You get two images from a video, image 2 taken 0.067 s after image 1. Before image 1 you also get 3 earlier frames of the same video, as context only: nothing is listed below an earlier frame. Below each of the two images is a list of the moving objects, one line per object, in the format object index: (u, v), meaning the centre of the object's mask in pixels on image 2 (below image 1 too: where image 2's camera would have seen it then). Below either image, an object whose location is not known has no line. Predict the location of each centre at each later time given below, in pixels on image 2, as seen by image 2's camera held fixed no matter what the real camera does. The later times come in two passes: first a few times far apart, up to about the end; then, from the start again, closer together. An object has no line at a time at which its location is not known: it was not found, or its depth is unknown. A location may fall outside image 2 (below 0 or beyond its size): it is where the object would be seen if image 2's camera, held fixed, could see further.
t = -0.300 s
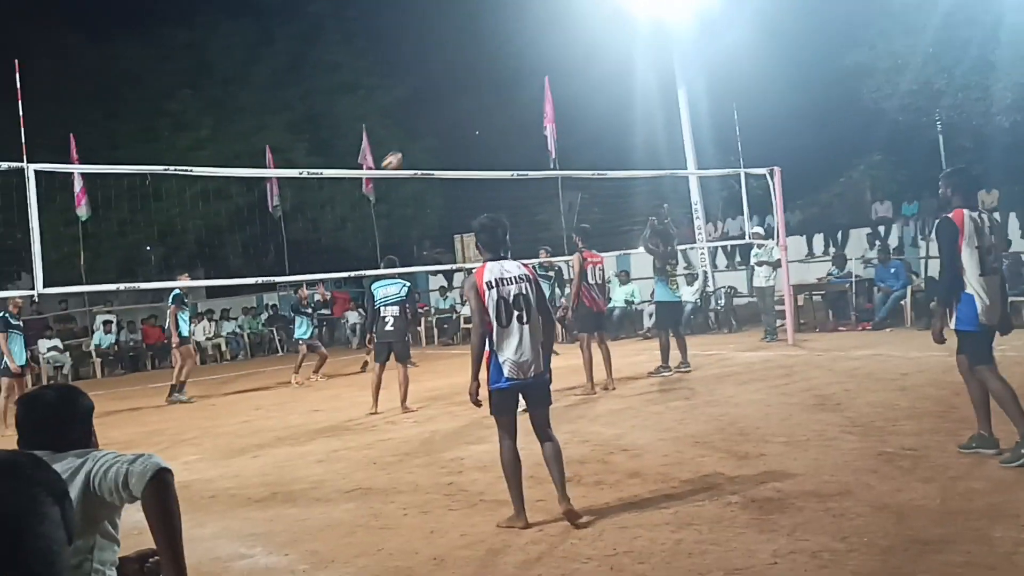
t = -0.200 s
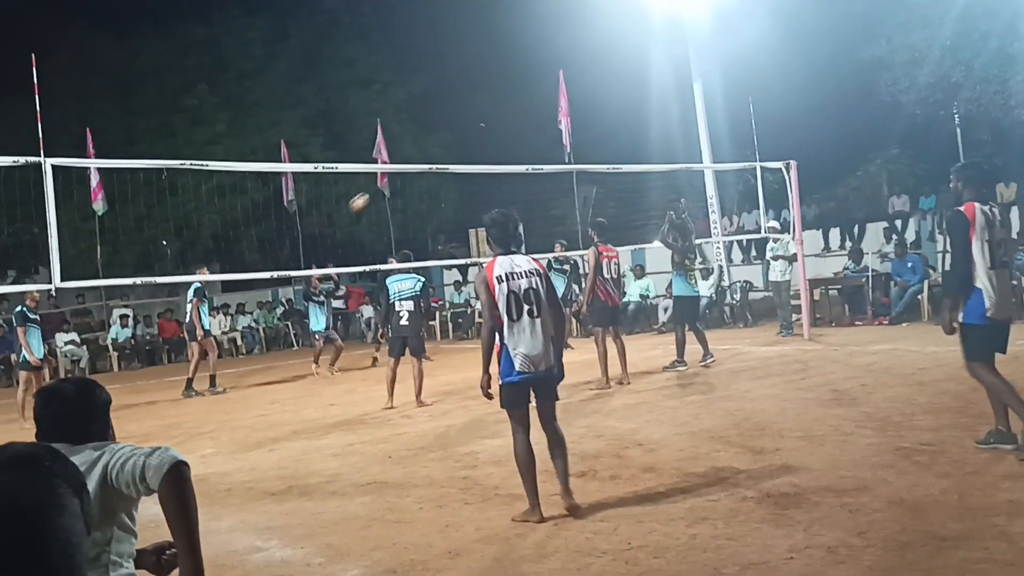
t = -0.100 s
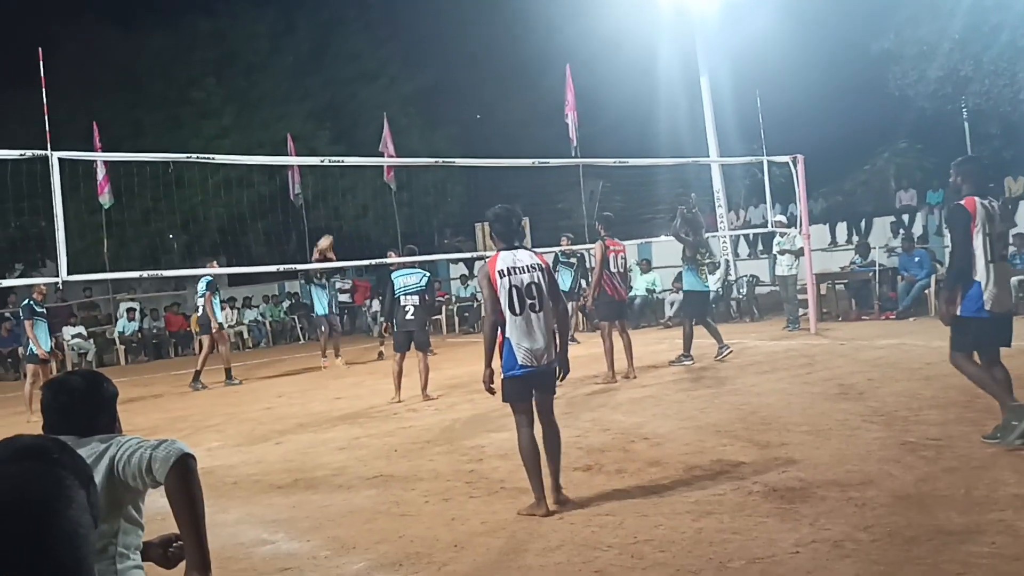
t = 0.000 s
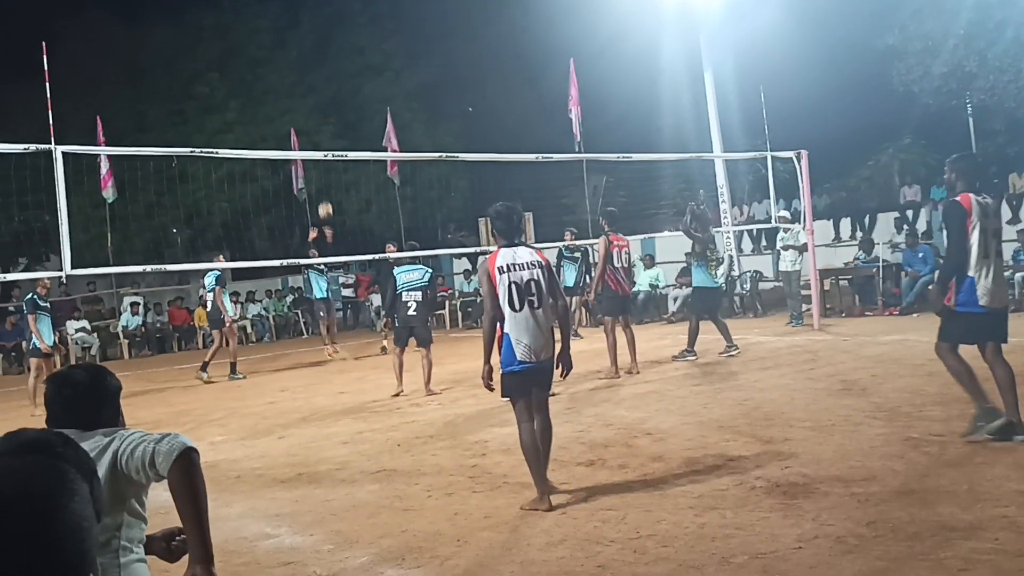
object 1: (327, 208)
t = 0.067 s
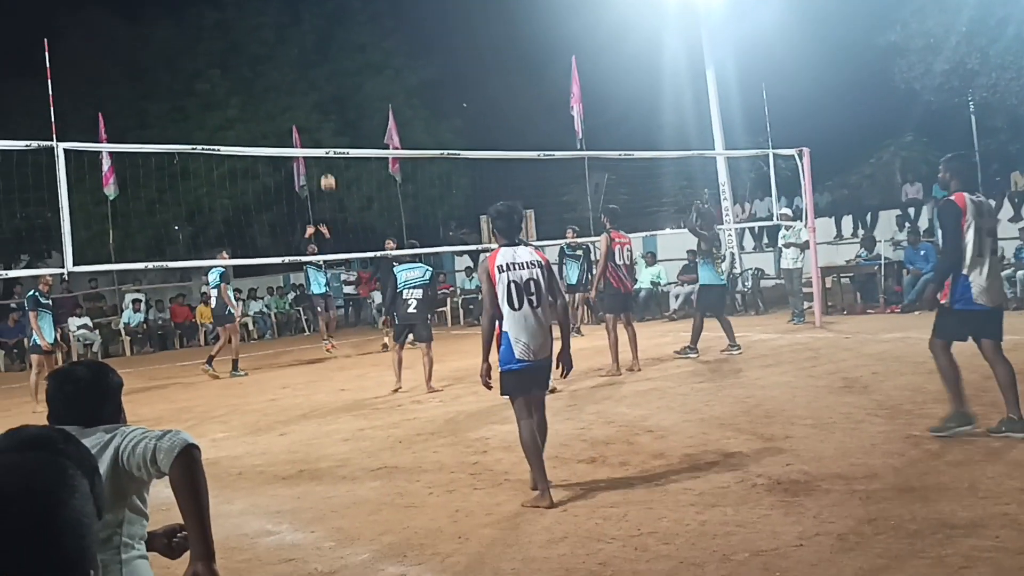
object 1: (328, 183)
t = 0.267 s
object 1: (332, 123)
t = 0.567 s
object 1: (343, 81)
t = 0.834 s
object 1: (360, 99)
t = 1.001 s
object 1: (372, 141)
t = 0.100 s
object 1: (328, 172)
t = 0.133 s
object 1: (329, 162)
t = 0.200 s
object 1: (330, 139)
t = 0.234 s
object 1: (331, 131)
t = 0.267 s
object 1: (332, 123)
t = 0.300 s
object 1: (332, 115)
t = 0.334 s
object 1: (334, 108)
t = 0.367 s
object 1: (335, 102)
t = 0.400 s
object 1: (336, 96)
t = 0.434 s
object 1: (337, 91)
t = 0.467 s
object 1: (338, 88)
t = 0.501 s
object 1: (340, 84)
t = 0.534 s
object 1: (342, 82)
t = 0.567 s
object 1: (343, 81)
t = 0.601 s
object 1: (345, 80)
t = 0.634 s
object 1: (347, 80)
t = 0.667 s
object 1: (349, 81)
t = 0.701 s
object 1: (351, 83)
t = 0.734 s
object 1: (353, 86)
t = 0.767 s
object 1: (355, 89)
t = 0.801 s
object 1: (357, 94)
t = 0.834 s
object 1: (360, 99)
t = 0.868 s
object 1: (362, 106)
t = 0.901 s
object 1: (364, 114)
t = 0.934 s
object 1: (367, 123)
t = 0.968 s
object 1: (369, 132)
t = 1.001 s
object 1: (372, 141)
